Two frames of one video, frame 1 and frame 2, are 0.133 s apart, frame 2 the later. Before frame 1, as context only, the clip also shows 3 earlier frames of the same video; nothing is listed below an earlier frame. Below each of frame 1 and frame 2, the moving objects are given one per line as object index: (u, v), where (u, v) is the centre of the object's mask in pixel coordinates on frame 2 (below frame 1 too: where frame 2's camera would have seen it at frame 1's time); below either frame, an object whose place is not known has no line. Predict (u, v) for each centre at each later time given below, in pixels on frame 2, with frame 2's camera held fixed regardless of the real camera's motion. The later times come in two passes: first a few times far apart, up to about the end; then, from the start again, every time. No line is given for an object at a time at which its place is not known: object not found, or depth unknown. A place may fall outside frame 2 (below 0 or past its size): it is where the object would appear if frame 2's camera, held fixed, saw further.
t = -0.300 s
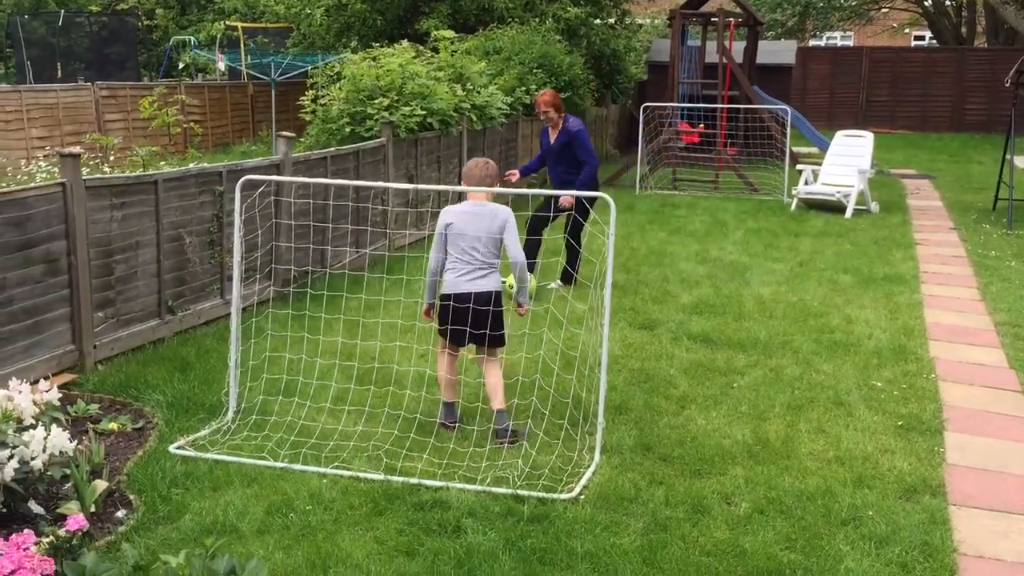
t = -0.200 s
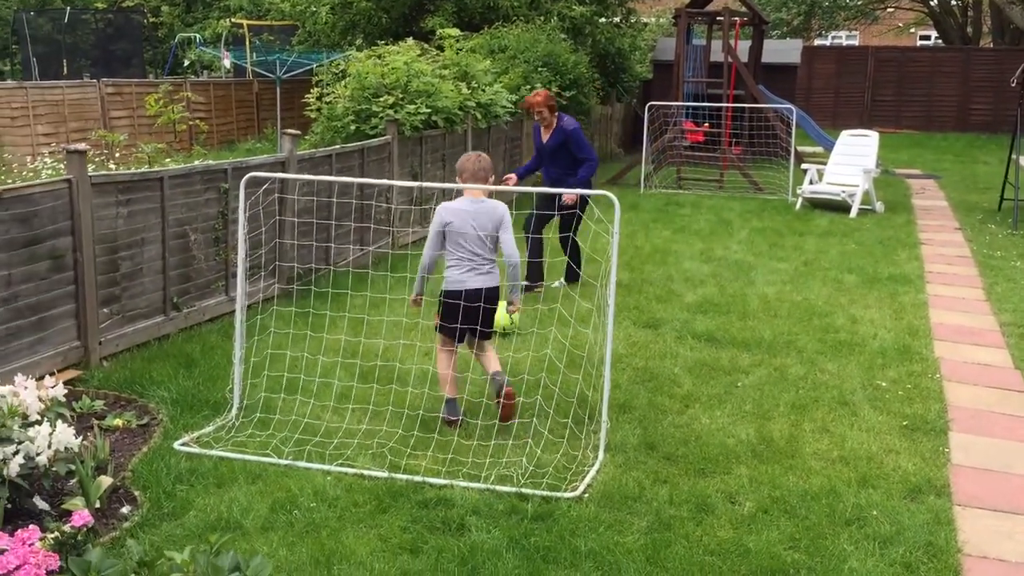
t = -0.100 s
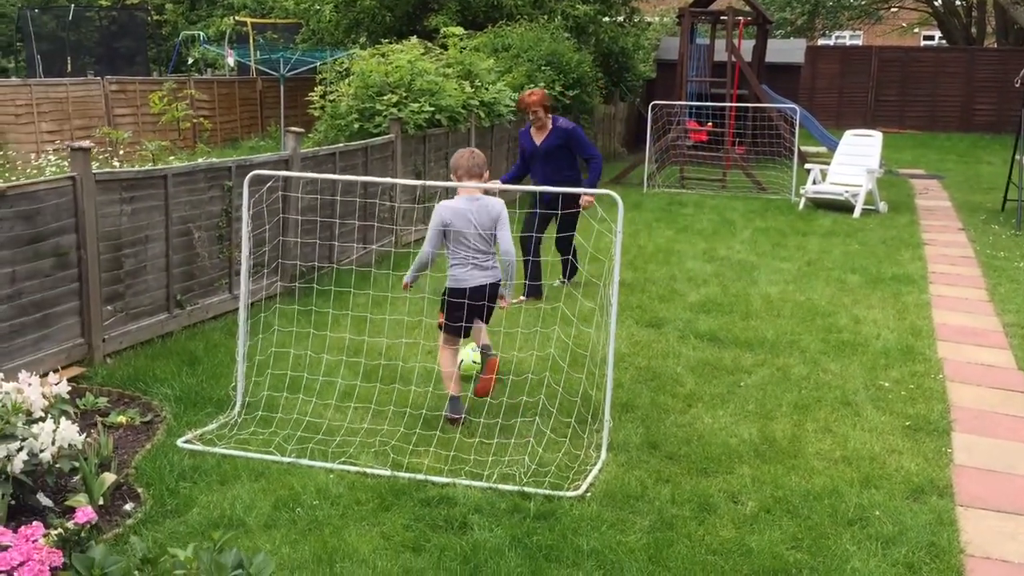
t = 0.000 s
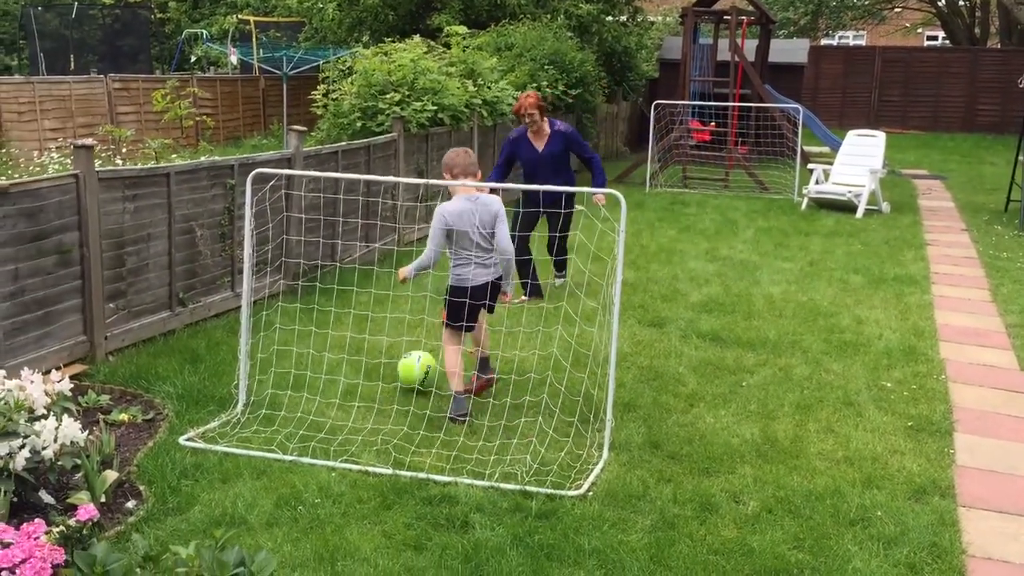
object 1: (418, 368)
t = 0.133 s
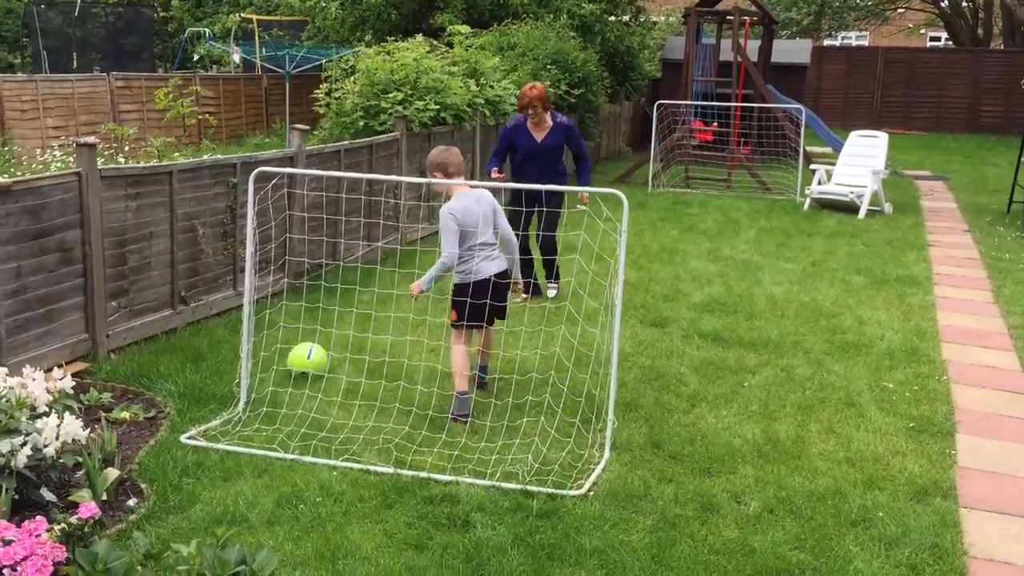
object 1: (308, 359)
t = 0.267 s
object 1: (227, 352)
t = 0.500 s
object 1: (141, 343)
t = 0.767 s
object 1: (181, 345)
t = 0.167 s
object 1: (288, 356)
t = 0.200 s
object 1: (269, 353)
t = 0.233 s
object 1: (250, 351)
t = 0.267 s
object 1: (227, 352)
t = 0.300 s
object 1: (216, 351)
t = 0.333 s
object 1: (202, 349)
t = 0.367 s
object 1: (189, 347)
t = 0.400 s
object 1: (177, 345)
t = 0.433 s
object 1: (164, 343)
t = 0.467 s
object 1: (152, 343)
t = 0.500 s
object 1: (141, 343)
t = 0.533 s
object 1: (128, 341)
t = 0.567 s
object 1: (133, 339)
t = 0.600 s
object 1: (143, 336)
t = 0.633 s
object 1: (151, 335)
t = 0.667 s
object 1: (159, 337)
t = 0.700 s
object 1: (168, 339)
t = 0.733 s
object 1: (176, 342)
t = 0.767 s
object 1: (181, 345)
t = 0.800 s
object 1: (183, 344)
